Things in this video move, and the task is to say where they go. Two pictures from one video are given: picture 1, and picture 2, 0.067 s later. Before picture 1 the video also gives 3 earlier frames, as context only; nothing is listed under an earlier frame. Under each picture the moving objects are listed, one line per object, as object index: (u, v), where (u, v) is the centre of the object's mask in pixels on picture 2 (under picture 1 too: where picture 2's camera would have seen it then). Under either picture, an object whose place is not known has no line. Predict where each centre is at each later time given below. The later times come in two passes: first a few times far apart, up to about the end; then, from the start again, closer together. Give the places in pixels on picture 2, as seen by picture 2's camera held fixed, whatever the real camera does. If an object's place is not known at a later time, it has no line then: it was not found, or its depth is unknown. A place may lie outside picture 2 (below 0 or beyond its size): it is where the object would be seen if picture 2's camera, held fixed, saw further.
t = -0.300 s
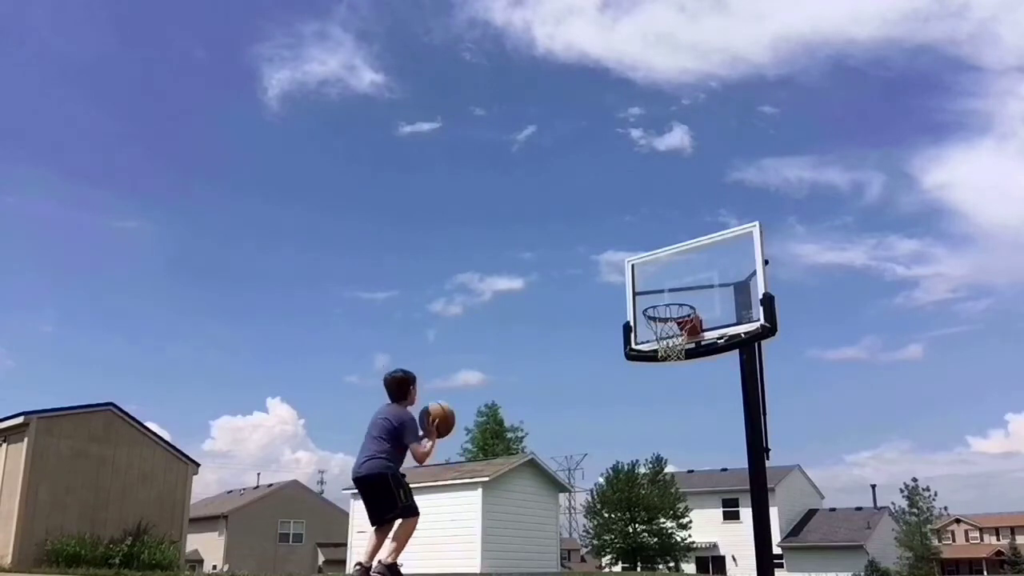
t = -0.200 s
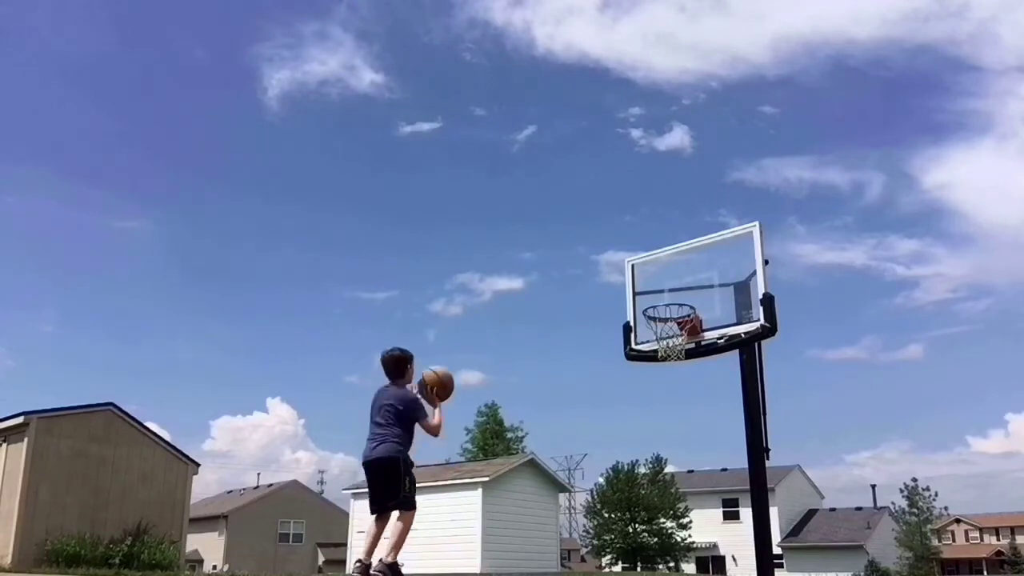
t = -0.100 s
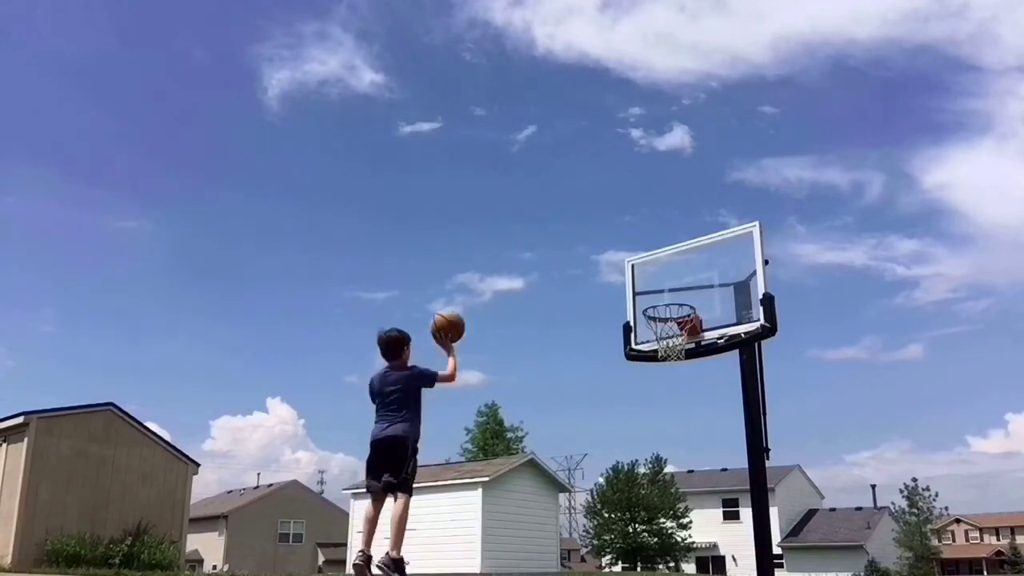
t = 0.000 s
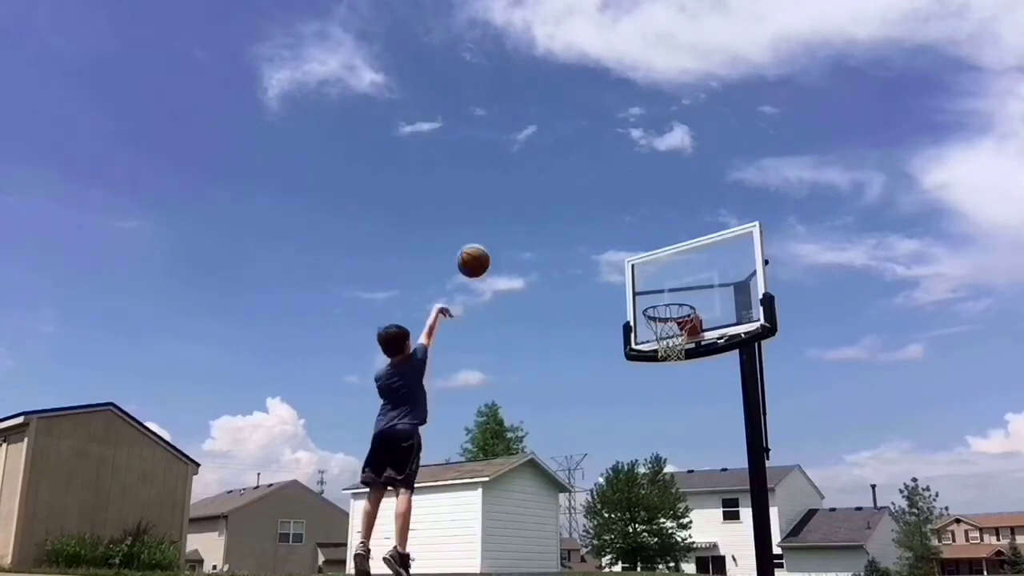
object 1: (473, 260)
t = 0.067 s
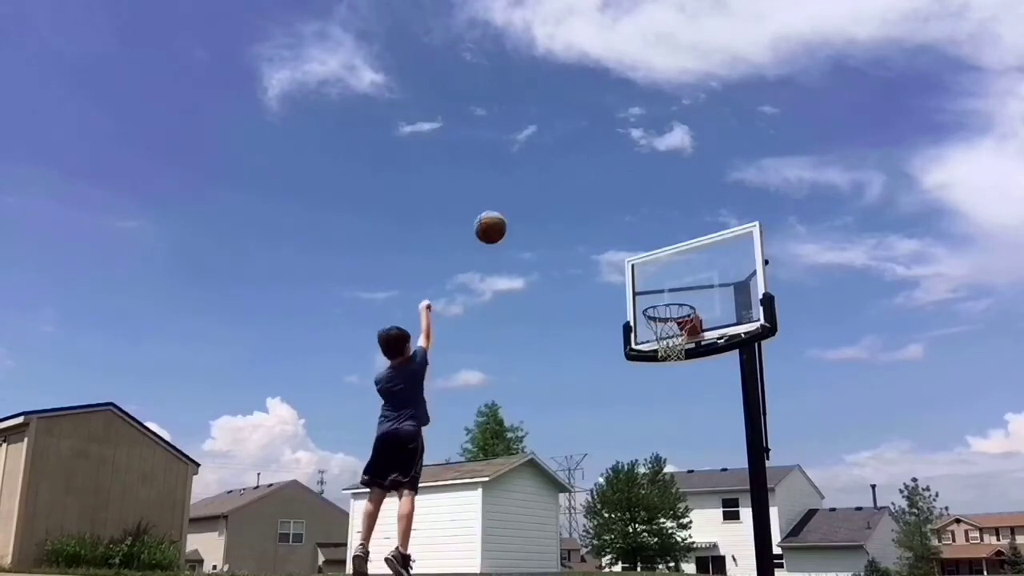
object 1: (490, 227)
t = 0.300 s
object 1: (542, 164)
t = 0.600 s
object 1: (598, 176)
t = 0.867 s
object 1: (643, 257)
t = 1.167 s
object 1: (668, 299)
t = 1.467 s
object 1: (679, 343)
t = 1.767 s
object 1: (669, 375)
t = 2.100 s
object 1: (660, 522)
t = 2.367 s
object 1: (647, 465)
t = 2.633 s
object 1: (628, 390)
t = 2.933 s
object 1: (614, 403)
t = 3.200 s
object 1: (601, 503)
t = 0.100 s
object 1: (498, 213)
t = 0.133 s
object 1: (506, 201)
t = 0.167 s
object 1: (514, 191)
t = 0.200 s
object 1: (521, 182)
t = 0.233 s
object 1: (528, 175)
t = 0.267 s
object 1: (535, 169)
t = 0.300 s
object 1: (542, 164)
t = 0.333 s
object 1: (549, 161)
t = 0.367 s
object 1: (555, 159)
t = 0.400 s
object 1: (562, 158)
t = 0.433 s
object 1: (568, 158)
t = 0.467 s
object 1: (574, 160)
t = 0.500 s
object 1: (580, 162)
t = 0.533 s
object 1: (586, 166)
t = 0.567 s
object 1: (592, 170)
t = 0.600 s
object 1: (598, 176)
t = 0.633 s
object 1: (604, 183)
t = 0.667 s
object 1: (609, 190)
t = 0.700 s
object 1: (615, 199)
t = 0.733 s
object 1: (621, 209)
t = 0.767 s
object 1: (626, 219)
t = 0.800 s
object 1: (632, 231)
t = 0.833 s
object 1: (638, 243)
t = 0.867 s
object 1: (643, 257)
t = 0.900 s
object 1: (649, 272)
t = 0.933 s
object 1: (654, 288)
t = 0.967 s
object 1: (658, 293)
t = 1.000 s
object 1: (659, 291)
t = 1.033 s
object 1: (661, 291)
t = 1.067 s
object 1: (663, 291)
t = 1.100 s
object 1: (665, 293)
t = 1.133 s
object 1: (666, 295)
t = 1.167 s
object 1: (668, 299)
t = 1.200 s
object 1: (670, 304)
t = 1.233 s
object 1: (671, 312)
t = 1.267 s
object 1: (673, 318)
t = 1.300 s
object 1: (675, 325)
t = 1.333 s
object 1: (677, 331)
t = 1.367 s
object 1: (678, 336)
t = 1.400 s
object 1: (678, 338)
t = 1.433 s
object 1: (678, 341)
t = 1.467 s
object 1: (679, 343)
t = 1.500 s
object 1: (679, 343)
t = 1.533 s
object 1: (679, 345)
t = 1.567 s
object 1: (678, 346)
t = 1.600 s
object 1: (675, 349)
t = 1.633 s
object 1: (674, 351)
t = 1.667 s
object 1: (672, 356)
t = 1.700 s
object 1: (671, 363)
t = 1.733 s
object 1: (670, 368)
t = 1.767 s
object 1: (669, 375)
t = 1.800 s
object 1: (668, 384)
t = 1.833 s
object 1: (667, 394)
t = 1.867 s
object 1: (666, 405)
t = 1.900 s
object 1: (665, 418)
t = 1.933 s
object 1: (664, 432)
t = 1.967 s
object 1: (664, 447)
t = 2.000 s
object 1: (663, 463)
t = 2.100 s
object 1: (660, 522)
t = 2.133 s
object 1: (659, 546)
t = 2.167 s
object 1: (659, 566)
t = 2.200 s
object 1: (657, 558)
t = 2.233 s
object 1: (654, 537)
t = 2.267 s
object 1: (652, 514)
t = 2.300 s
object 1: (649, 497)
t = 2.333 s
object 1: (647, 479)
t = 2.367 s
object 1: (647, 465)
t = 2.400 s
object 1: (643, 450)
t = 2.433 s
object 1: (640, 438)
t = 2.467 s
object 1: (638, 427)
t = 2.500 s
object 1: (636, 417)
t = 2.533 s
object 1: (634, 409)
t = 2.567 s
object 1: (632, 401)
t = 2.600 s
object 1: (630, 395)
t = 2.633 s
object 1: (628, 390)
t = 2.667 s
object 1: (626, 387)
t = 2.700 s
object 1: (624, 385)
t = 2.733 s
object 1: (623, 384)
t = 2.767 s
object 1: (621, 383)
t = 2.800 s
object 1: (619, 384)
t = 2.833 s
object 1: (618, 387)
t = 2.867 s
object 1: (617, 392)
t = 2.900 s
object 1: (616, 398)
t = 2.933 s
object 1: (614, 403)
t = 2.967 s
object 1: (612, 410)
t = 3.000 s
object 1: (610, 420)
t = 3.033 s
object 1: (609, 431)
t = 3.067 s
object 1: (608, 443)
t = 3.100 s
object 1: (606, 455)
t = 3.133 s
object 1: (603, 471)
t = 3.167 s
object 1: (602, 487)
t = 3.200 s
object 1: (601, 503)
